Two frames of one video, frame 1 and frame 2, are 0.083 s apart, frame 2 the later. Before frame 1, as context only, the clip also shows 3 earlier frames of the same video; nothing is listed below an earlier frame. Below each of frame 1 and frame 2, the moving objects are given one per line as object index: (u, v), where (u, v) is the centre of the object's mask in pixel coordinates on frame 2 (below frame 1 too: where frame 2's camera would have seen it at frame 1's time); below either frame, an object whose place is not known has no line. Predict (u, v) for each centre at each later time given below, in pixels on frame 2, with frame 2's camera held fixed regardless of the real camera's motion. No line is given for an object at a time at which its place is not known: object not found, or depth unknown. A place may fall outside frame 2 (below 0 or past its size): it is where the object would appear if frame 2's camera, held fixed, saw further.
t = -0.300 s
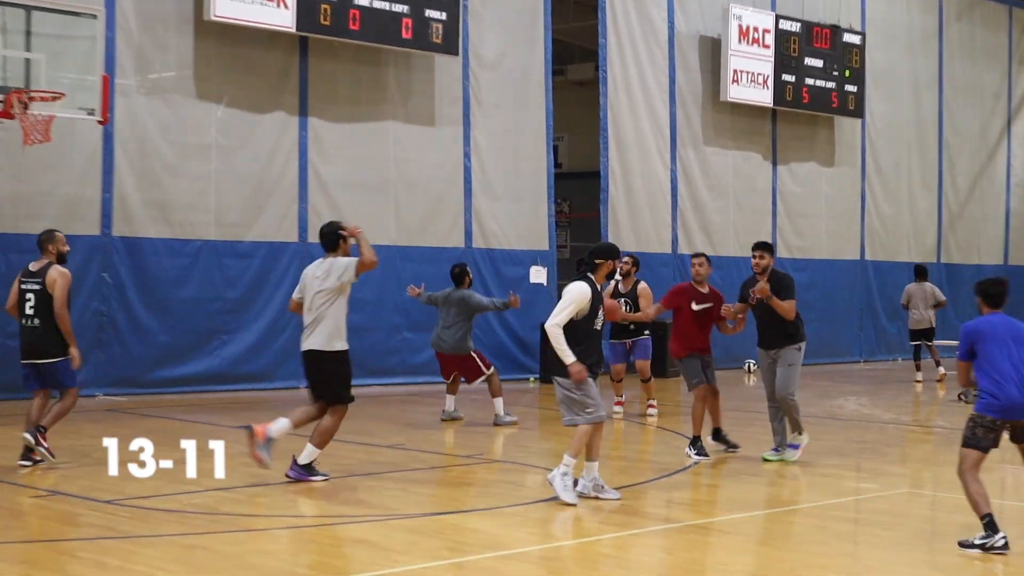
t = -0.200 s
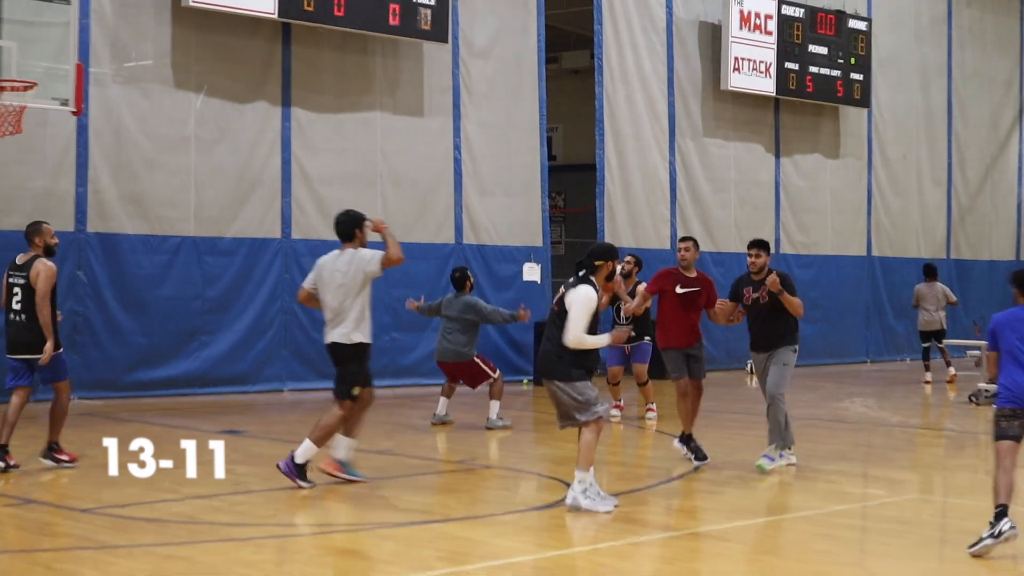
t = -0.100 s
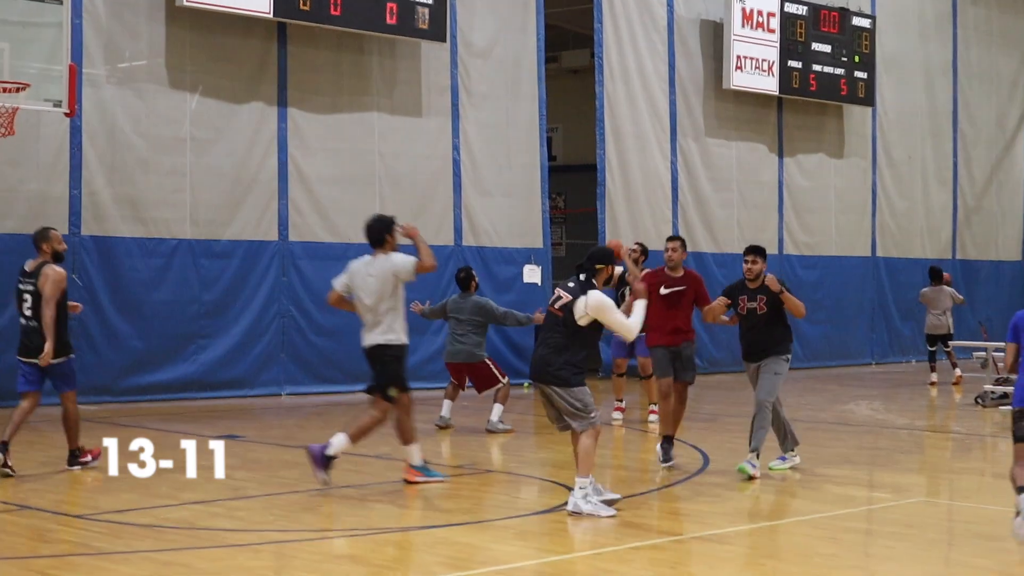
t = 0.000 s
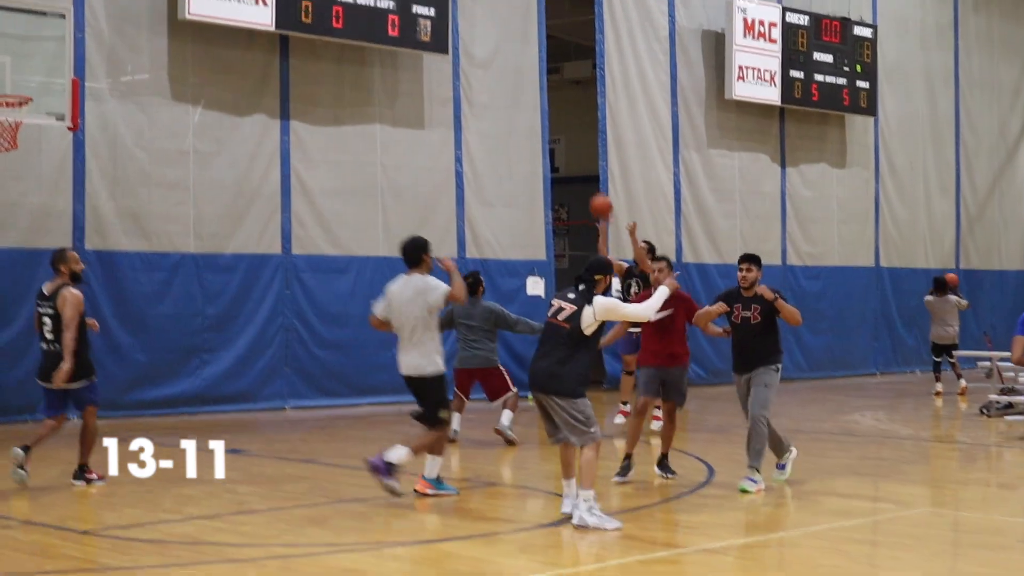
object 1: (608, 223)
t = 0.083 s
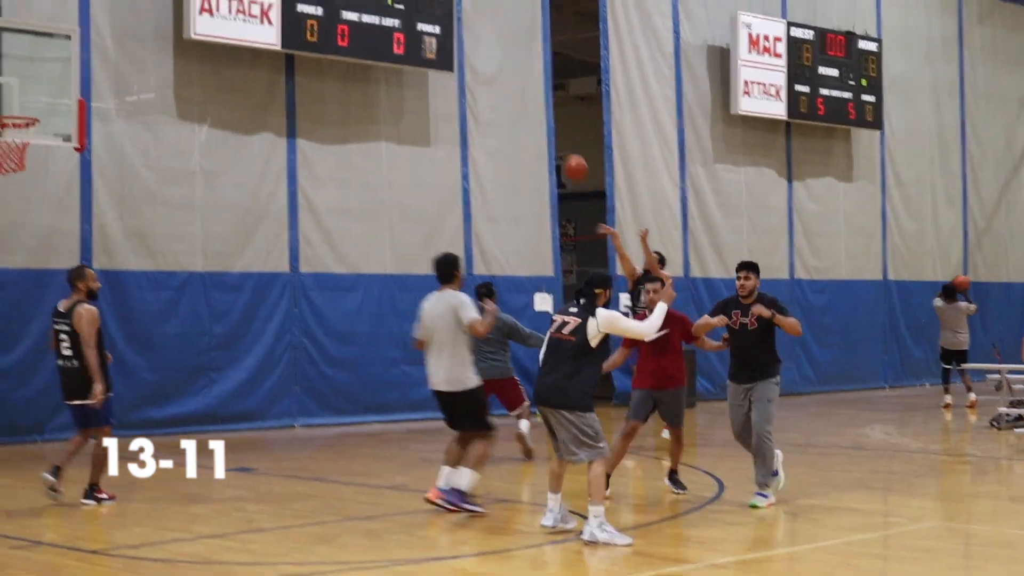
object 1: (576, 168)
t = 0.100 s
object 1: (569, 157)
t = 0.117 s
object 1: (562, 148)
